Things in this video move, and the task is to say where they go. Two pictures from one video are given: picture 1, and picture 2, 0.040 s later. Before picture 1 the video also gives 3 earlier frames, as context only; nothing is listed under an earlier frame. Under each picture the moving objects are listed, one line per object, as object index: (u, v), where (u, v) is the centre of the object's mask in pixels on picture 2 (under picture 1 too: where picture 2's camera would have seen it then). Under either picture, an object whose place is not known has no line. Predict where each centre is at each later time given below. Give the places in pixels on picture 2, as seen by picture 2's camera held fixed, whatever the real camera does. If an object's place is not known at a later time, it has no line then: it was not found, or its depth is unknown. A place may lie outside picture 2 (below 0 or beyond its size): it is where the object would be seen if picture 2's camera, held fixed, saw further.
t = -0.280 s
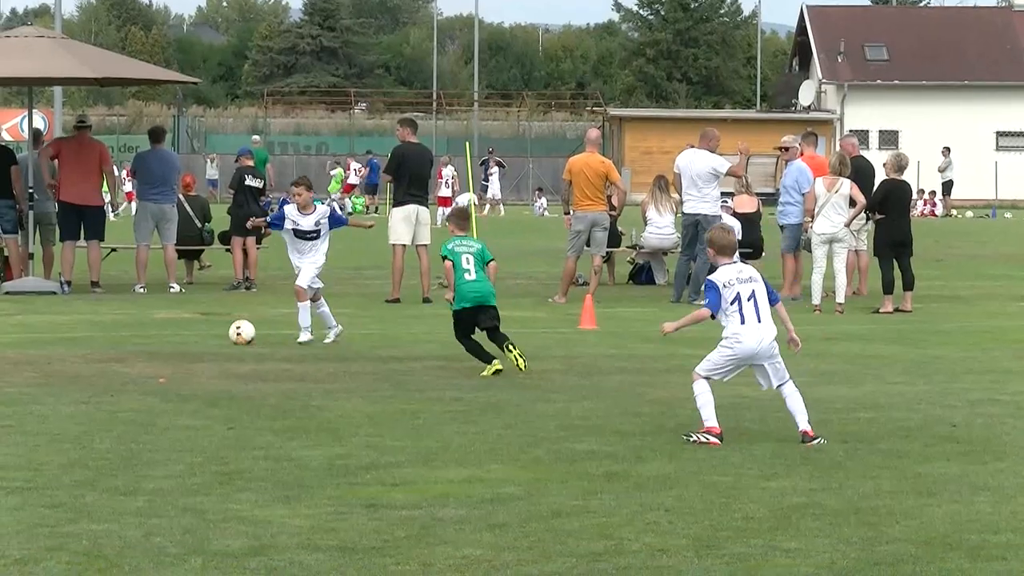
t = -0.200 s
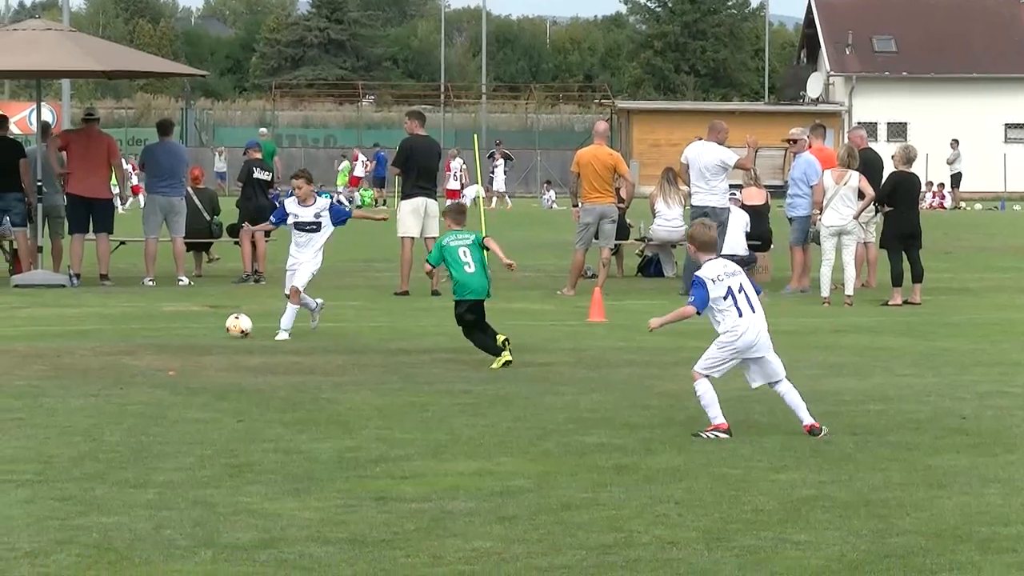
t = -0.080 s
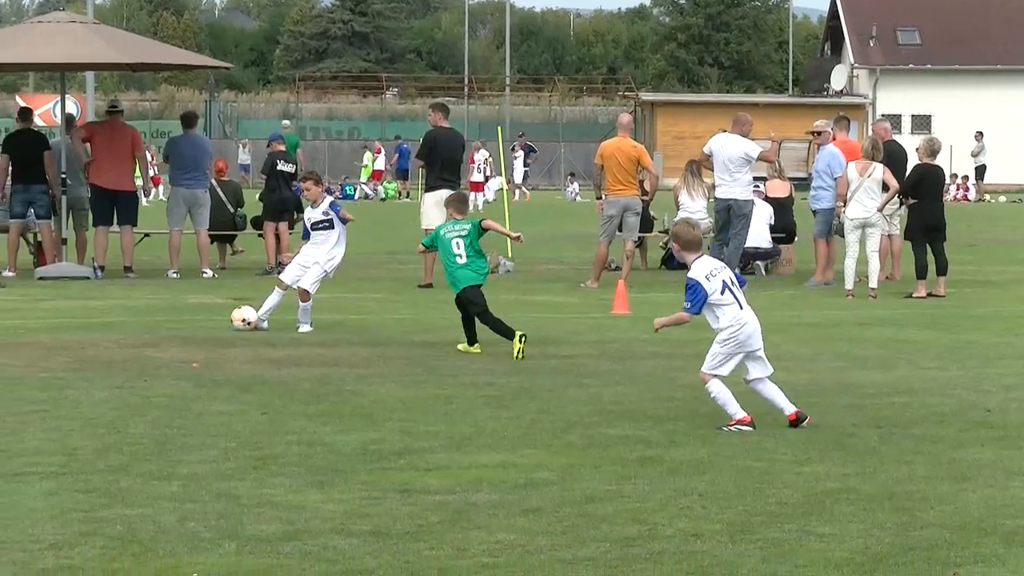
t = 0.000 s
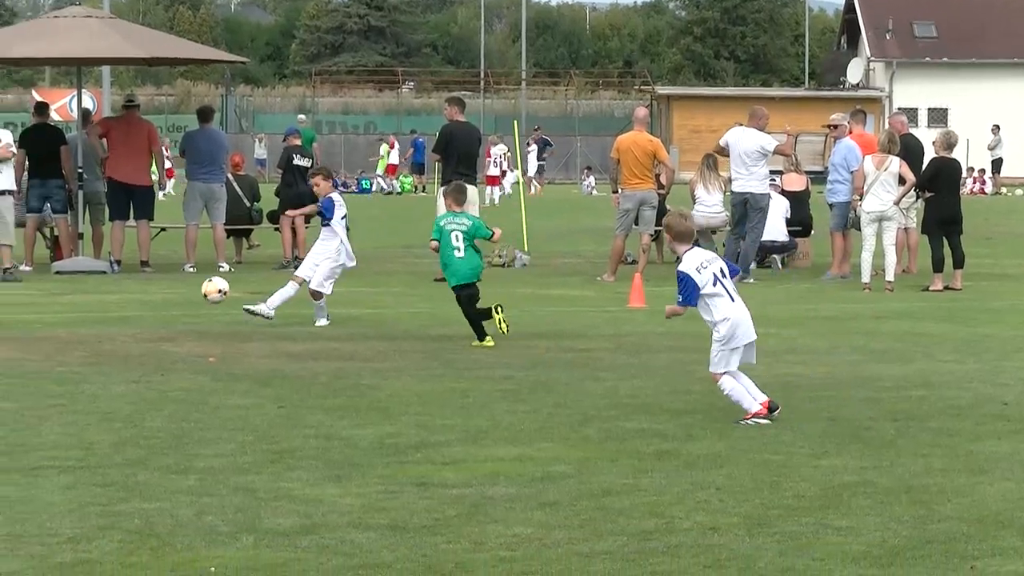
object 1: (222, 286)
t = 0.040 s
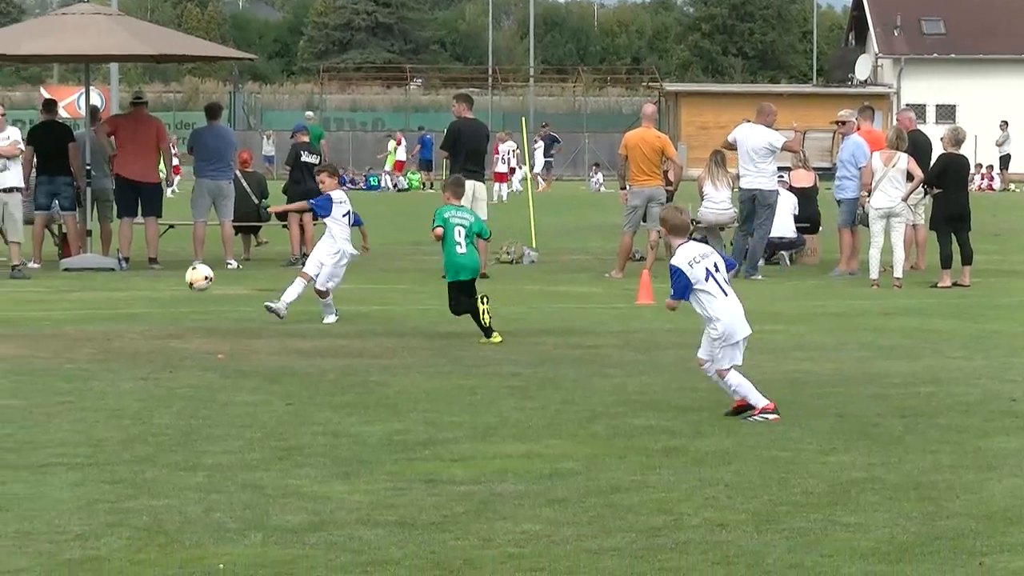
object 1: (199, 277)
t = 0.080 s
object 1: (176, 268)
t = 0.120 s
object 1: (153, 260)
